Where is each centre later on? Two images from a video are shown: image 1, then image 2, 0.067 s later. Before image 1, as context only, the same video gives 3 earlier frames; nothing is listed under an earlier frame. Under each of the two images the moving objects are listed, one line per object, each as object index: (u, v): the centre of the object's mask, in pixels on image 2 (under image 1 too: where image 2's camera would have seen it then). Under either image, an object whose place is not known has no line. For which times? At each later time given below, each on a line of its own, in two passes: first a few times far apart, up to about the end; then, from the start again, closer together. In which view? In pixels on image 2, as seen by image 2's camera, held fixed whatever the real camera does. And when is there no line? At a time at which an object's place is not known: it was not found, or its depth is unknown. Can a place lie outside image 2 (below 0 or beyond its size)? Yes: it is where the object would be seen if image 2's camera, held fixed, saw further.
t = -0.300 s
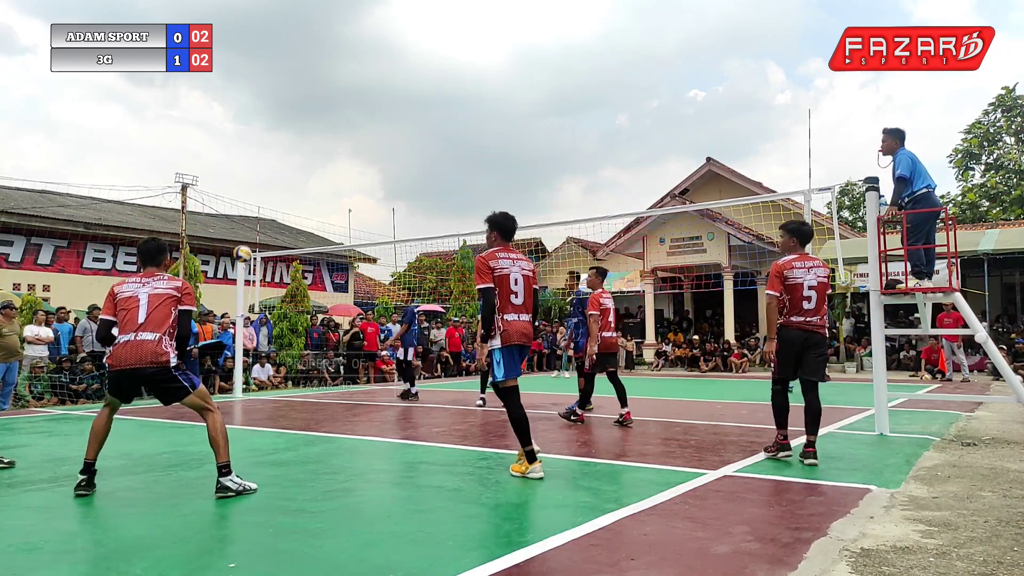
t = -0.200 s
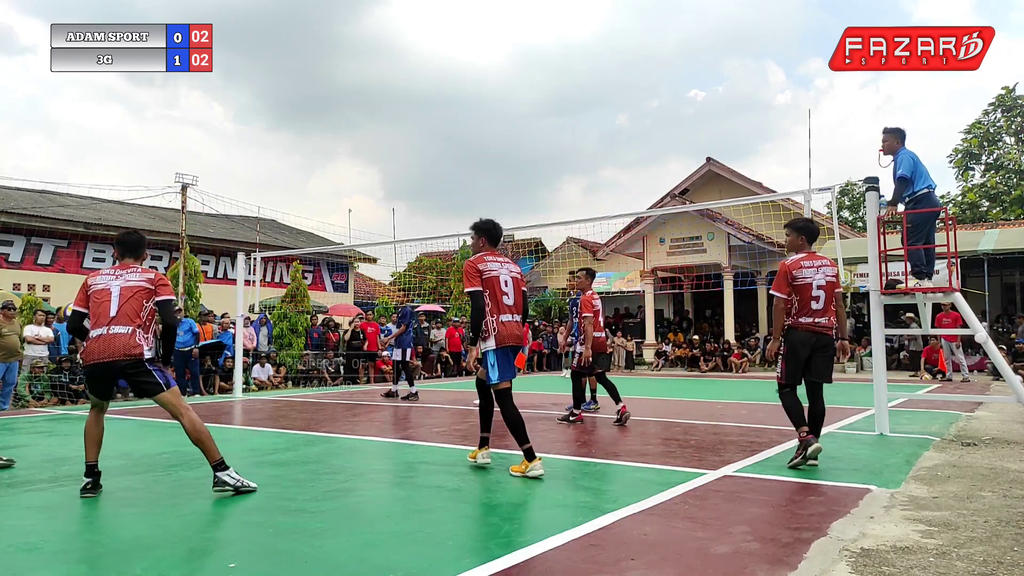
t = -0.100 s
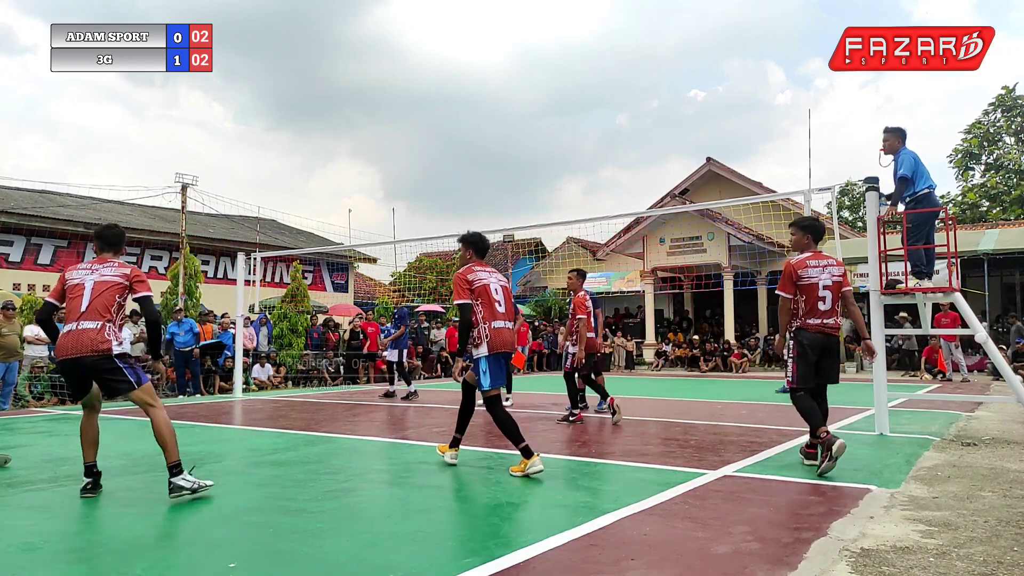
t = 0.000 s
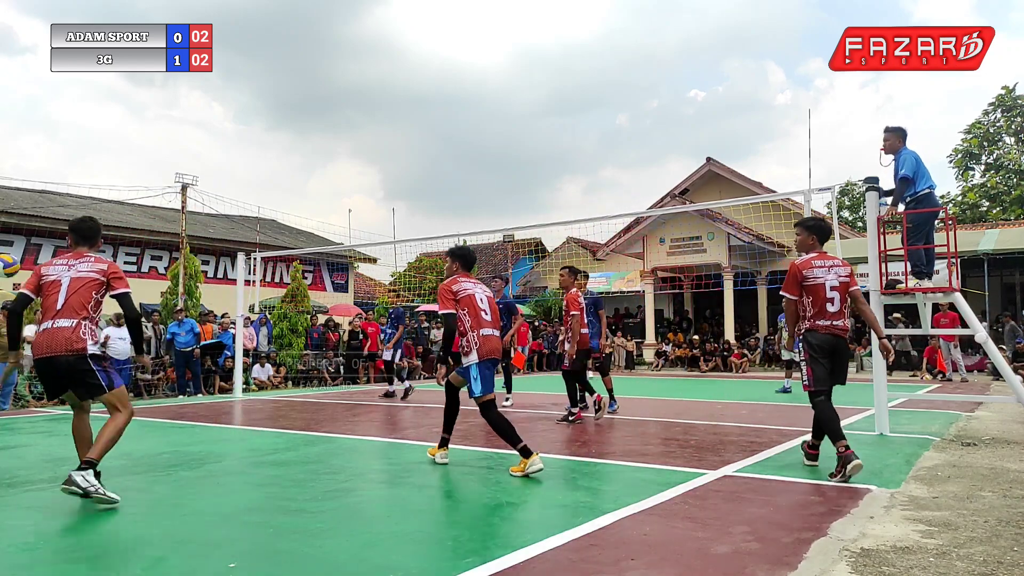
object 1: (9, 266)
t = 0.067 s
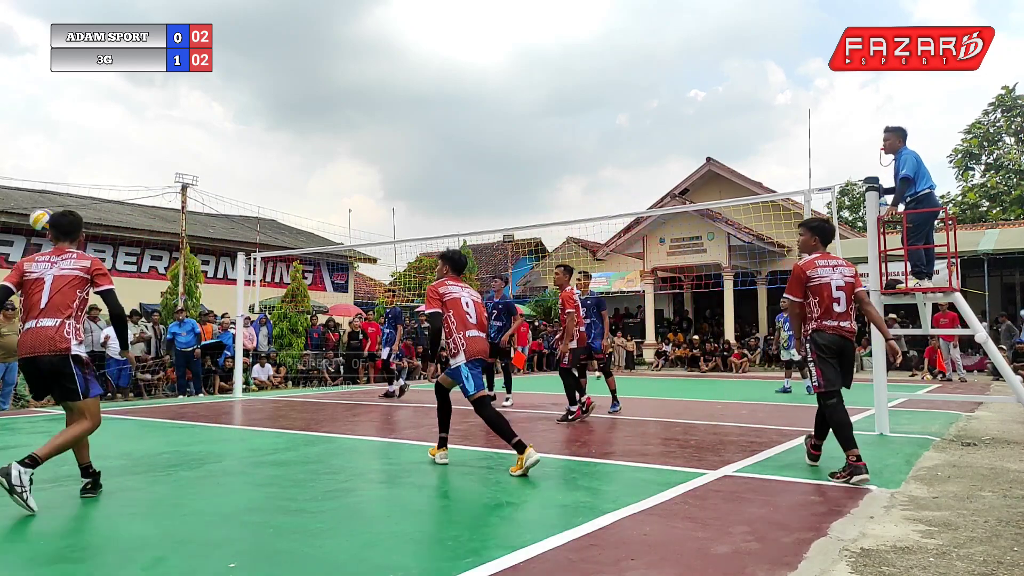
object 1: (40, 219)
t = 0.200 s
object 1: (110, 151)
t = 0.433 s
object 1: (206, 85)
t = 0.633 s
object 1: (274, 72)
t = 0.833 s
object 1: (333, 94)
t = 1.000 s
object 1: (377, 134)
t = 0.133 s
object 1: (78, 182)
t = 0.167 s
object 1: (94, 165)
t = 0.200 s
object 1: (110, 151)
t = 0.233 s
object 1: (125, 137)
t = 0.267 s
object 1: (139, 125)
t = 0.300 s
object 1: (154, 114)
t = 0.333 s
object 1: (167, 105)
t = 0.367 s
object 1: (181, 97)
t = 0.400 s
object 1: (193, 90)
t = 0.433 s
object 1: (206, 85)
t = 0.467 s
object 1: (218, 80)
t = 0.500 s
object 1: (230, 76)
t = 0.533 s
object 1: (242, 74)
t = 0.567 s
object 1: (253, 73)
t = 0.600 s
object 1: (264, 72)
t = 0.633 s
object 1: (274, 72)
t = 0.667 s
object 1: (285, 74)
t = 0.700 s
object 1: (295, 76)
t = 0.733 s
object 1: (305, 80)
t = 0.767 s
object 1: (314, 83)
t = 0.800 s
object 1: (324, 89)
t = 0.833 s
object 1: (333, 94)
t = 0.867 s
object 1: (342, 100)
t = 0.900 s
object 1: (351, 108)
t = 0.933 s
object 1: (360, 116)
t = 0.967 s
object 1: (368, 125)
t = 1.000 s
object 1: (377, 134)
